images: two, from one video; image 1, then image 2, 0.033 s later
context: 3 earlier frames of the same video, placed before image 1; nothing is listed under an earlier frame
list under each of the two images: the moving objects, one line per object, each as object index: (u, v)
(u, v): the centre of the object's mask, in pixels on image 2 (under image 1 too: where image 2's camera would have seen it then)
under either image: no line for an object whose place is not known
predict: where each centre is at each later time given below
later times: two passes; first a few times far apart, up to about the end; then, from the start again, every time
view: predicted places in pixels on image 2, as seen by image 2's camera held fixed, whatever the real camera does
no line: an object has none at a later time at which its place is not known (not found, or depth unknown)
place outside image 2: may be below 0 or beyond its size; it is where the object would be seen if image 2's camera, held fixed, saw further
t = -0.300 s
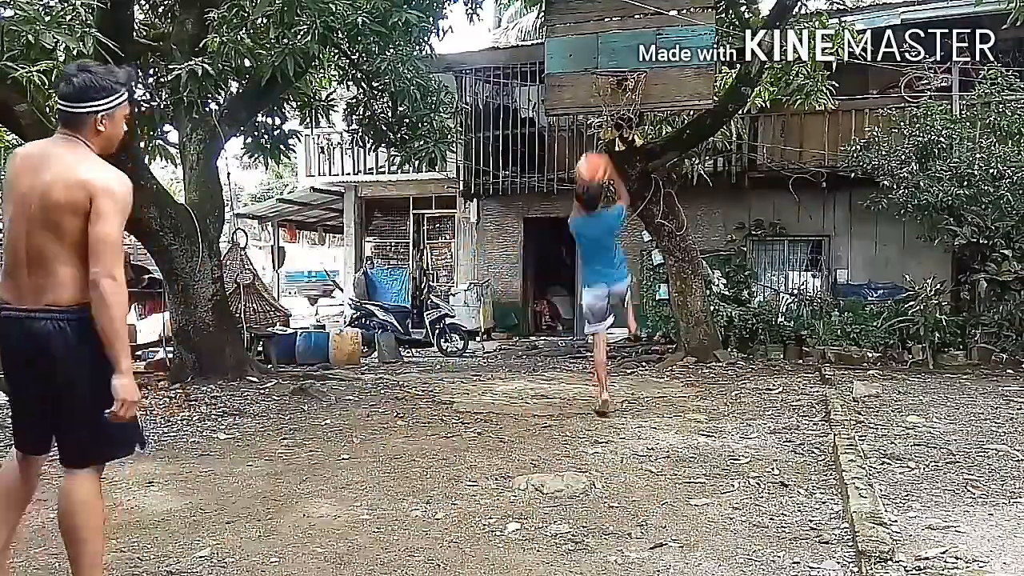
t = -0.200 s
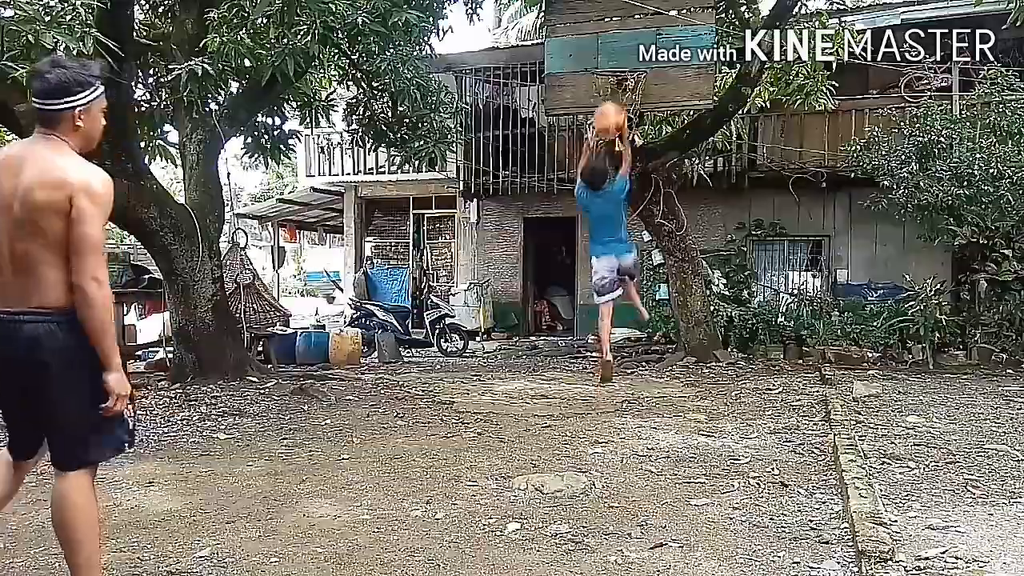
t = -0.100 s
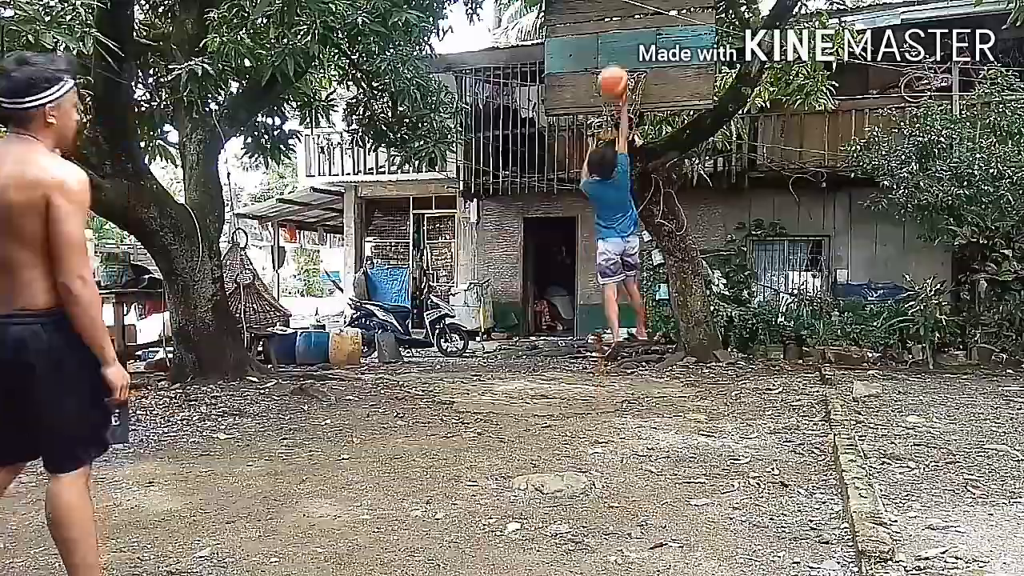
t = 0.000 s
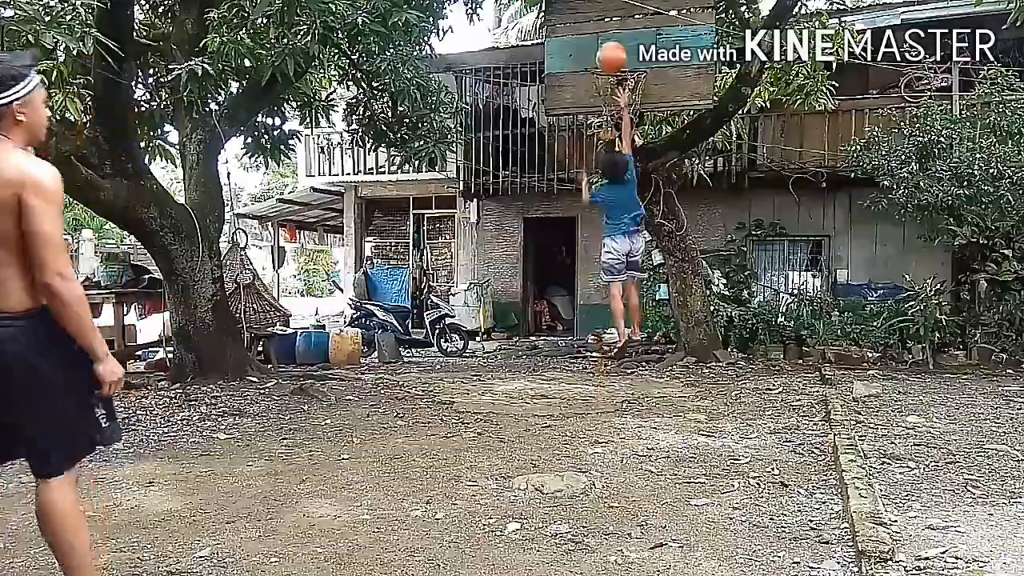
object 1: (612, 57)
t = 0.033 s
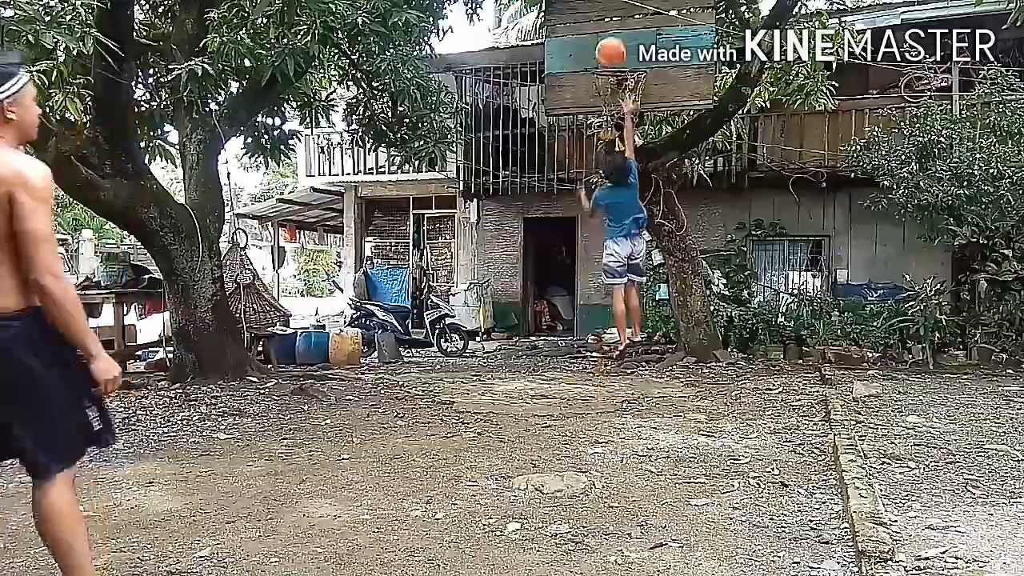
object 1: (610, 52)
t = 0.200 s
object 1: (606, 48)
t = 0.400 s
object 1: (609, 76)
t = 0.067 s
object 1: (610, 49)
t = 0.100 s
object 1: (609, 47)
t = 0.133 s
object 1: (608, 47)
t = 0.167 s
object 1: (607, 47)
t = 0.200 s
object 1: (606, 48)
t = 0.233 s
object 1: (605, 51)
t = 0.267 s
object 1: (604, 55)
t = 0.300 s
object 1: (605, 58)
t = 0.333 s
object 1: (606, 62)
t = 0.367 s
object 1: (608, 68)
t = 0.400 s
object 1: (609, 76)
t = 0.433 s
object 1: (611, 85)
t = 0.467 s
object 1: (612, 91)
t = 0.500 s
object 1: (614, 99)
